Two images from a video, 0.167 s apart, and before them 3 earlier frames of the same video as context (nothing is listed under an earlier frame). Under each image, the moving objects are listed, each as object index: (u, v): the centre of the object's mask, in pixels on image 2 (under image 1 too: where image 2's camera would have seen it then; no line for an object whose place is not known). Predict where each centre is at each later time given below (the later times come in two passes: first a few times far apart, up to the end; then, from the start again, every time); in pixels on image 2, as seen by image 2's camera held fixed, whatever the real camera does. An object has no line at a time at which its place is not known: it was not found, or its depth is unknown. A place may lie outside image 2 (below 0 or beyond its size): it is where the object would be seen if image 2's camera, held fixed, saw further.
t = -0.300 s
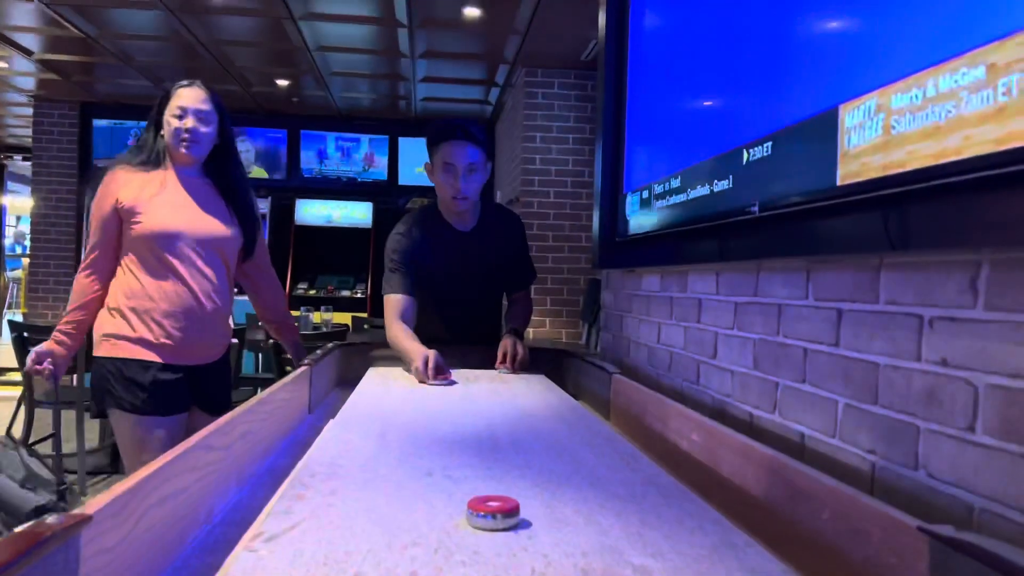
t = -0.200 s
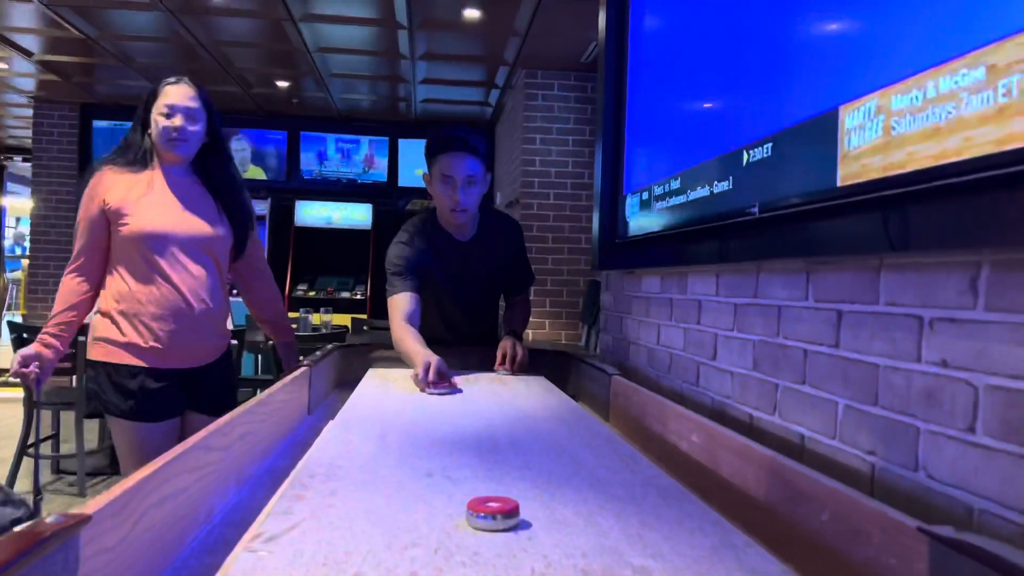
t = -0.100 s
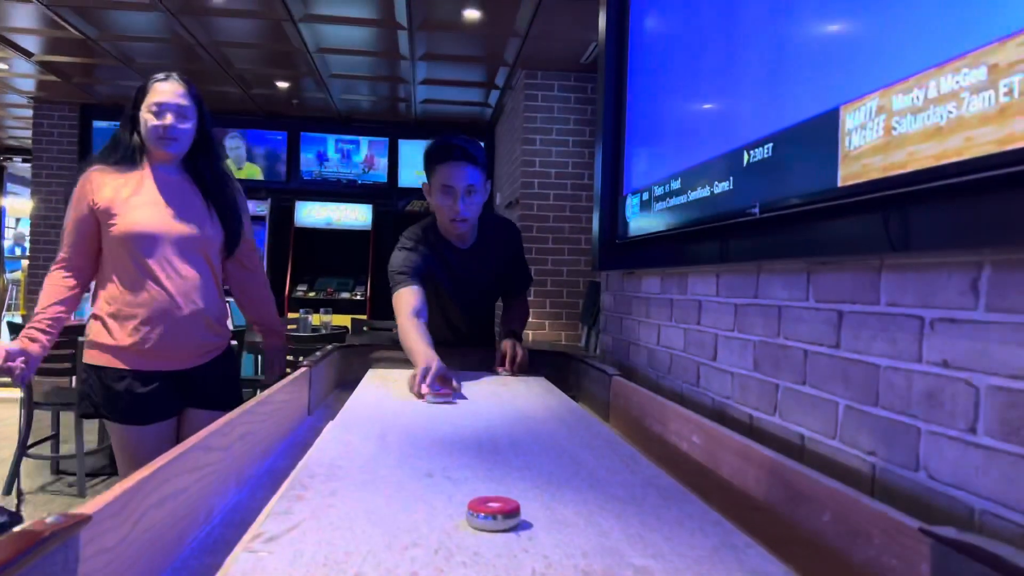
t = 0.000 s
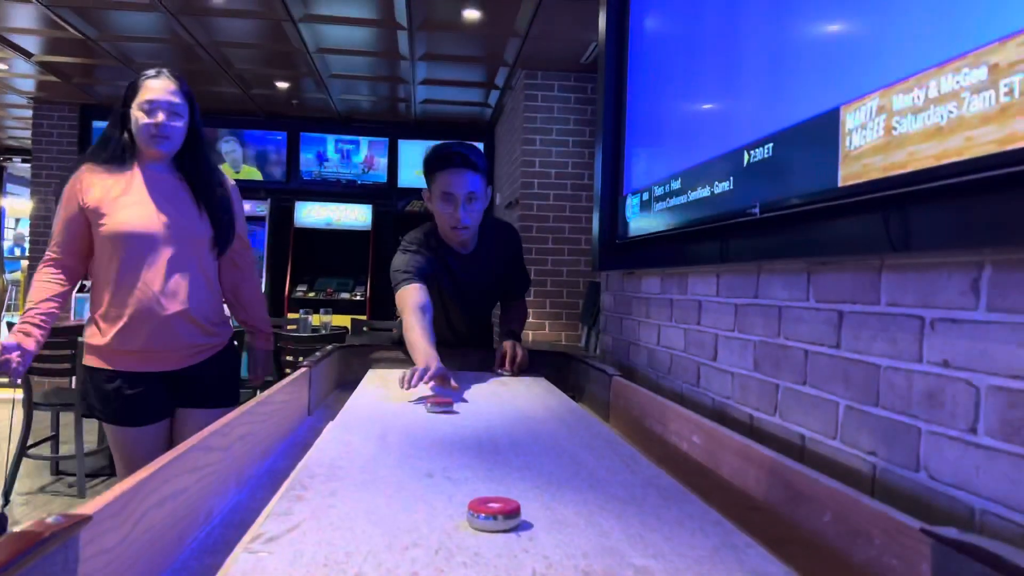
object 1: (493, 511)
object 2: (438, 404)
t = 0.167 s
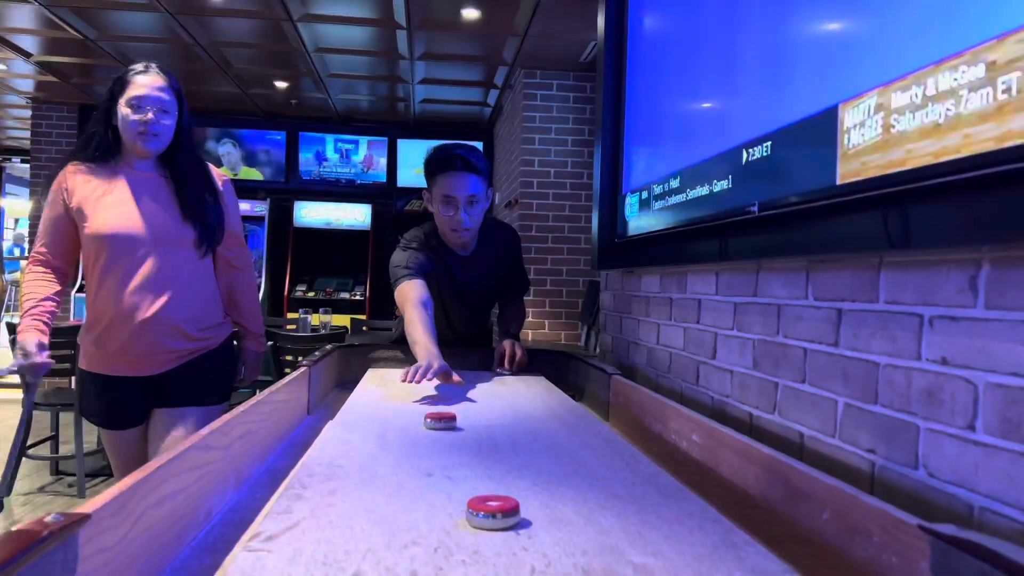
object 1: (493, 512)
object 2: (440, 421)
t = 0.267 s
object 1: (493, 511)
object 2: (442, 432)
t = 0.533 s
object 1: (493, 512)
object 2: (447, 469)
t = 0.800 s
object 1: (521, 520)
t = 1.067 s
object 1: (610, 546)
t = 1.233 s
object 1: (650, 558)
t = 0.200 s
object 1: (493, 511)
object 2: (441, 424)
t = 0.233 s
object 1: (493, 511)
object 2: (441, 428)
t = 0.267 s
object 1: (493, 511)
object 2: (442, 432)
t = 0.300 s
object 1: (493, 511)
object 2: (442, 436)
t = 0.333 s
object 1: (493, 511)
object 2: (442, 440)
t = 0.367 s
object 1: (493, 511)
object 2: (443, 445)
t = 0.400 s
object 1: (493, 511)
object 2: (444, 449)
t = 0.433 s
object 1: (493, 511)
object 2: (444, 454)
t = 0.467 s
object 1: (493, 511)
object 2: (445, 459)
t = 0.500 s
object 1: (493, 512)
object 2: (446, 464)
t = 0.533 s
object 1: (493, 512)
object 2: (447, 469)
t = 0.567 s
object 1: (493, 512)
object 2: (447, 474)
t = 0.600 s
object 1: (493, 512)
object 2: (448, 480)
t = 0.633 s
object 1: (493, 512)
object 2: (449, 486)
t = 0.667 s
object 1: (493, 512)
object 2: (449, 491)
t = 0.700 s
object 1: (493, 512)
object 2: (450, 497)
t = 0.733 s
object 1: (497, 513)
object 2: (448, 503)
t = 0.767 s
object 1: (509, 517)
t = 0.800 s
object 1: (521, 520)
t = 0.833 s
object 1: (534, 524)
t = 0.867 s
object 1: (546, 527)
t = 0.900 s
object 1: (557, 531)
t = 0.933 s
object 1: (568, 534)
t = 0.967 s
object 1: (579, 537)
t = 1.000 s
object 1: (590, 540)
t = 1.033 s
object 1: (600, 543)
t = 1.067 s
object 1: (610, 546)
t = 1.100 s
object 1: (620, 549)
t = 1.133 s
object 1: (628, 551)
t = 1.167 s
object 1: (636, 554)
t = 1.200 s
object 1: (643, 556)
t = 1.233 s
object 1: (650, 558)
